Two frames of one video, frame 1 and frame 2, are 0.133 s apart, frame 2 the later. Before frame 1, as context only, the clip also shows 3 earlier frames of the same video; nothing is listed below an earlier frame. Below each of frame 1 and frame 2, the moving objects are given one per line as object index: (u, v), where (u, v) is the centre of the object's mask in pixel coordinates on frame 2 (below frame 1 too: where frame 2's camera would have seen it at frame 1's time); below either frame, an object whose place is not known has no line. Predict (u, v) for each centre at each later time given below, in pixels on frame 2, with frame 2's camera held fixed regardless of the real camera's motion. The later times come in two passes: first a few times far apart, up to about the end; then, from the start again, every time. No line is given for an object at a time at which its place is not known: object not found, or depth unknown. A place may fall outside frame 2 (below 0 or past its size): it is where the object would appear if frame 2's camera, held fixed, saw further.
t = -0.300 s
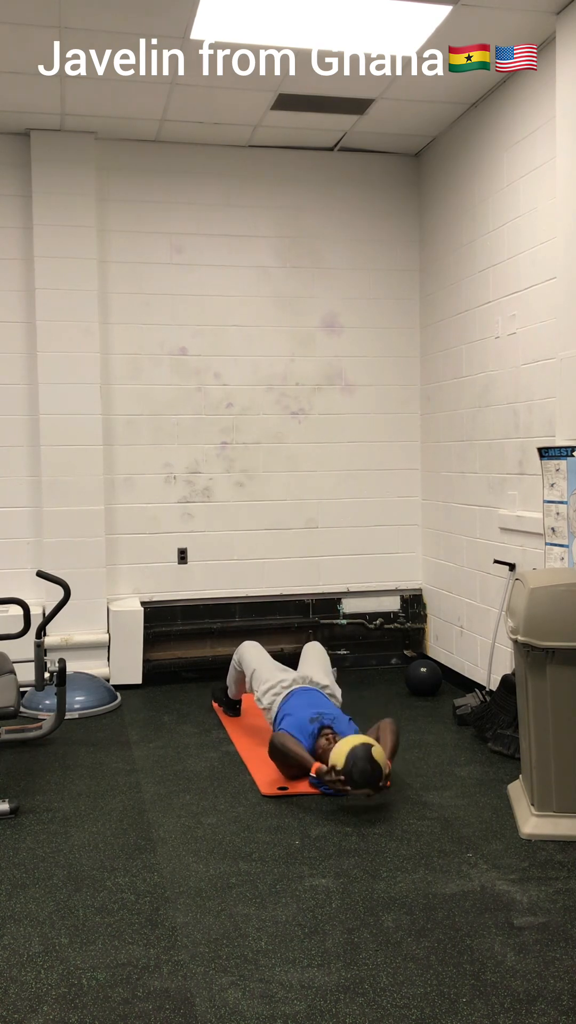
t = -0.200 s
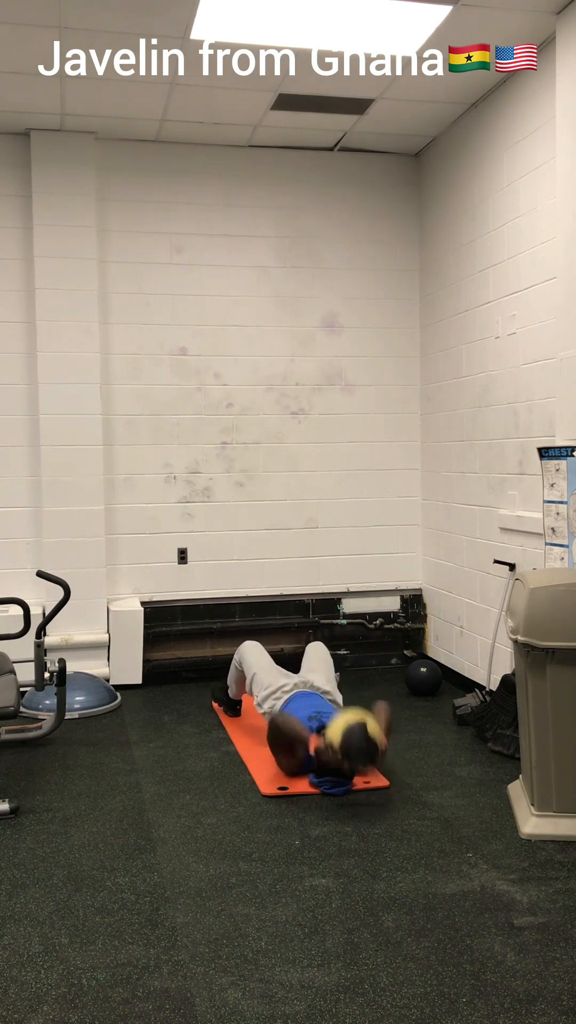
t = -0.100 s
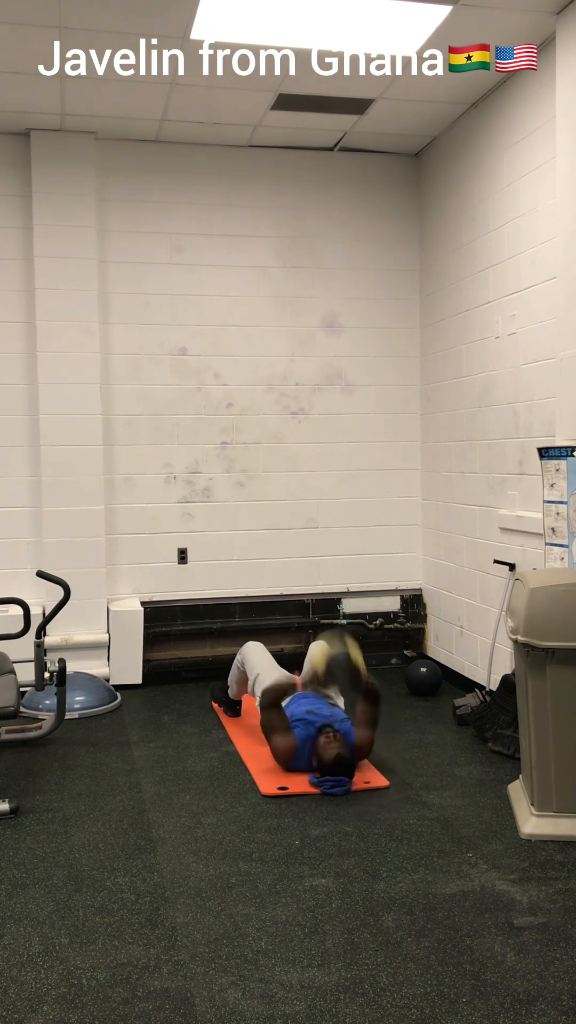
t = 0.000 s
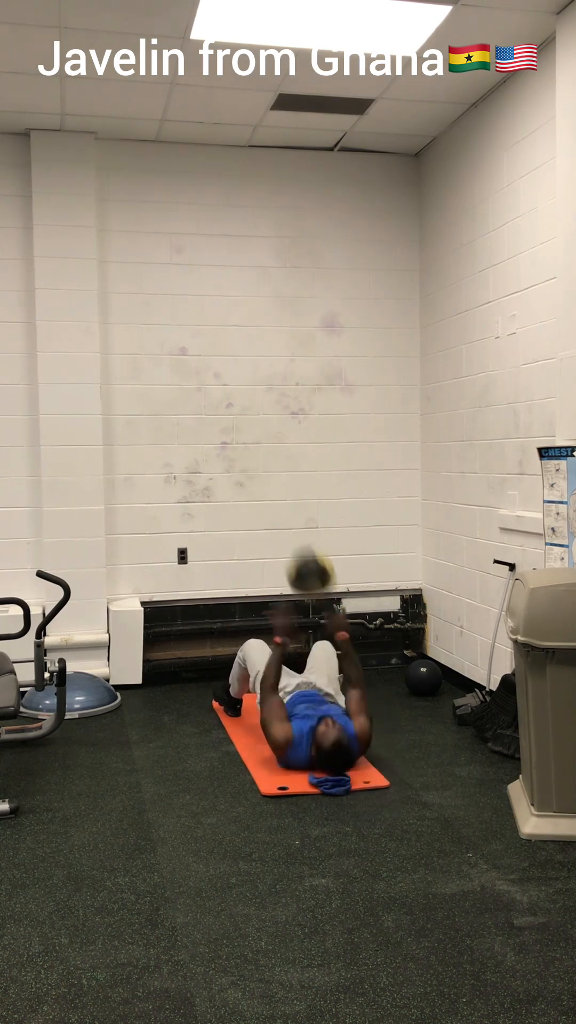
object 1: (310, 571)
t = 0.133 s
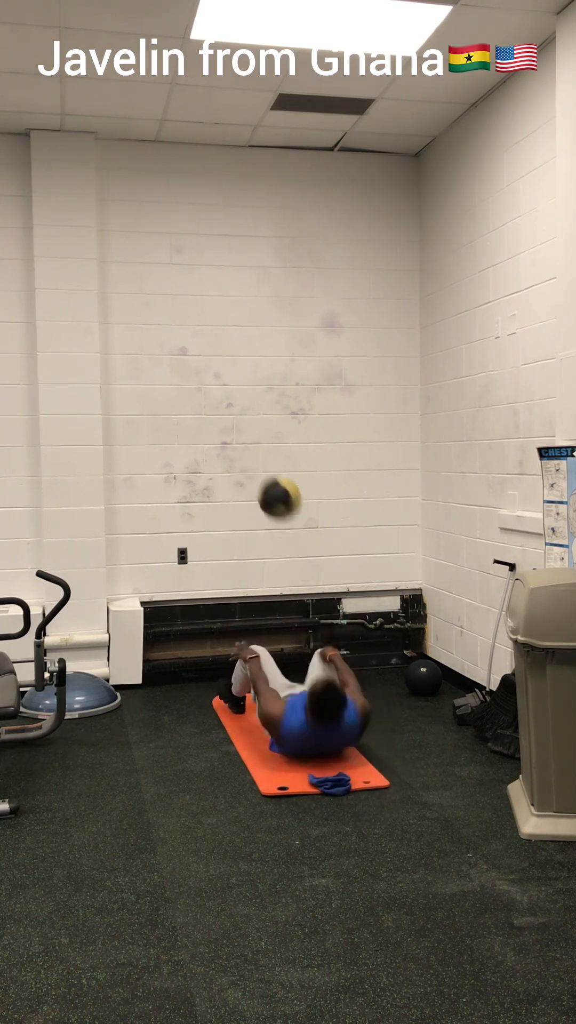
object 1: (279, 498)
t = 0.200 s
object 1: (266, 477)
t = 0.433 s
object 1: (253, 465)
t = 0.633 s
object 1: (281, 522)
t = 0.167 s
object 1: (273, 486)
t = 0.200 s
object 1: (266, 477)
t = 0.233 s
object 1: (261, 470)
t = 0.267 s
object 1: (255, 465)
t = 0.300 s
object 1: (250, 462)
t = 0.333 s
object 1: (246, 461)
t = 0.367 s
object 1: (246, 461)
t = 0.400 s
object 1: (249, 462)
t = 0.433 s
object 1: (253, 465)
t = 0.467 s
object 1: (257, 469)
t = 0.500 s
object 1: (262, 476)
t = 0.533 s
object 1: (266, 484)
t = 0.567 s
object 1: (271, 494)
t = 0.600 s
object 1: (275, 506)
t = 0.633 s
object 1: (281, 522)
